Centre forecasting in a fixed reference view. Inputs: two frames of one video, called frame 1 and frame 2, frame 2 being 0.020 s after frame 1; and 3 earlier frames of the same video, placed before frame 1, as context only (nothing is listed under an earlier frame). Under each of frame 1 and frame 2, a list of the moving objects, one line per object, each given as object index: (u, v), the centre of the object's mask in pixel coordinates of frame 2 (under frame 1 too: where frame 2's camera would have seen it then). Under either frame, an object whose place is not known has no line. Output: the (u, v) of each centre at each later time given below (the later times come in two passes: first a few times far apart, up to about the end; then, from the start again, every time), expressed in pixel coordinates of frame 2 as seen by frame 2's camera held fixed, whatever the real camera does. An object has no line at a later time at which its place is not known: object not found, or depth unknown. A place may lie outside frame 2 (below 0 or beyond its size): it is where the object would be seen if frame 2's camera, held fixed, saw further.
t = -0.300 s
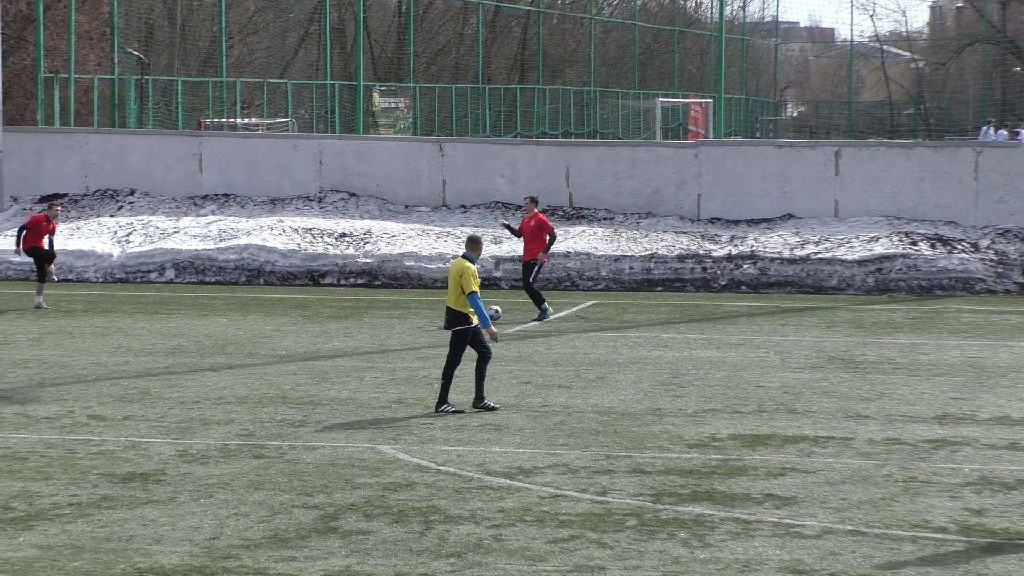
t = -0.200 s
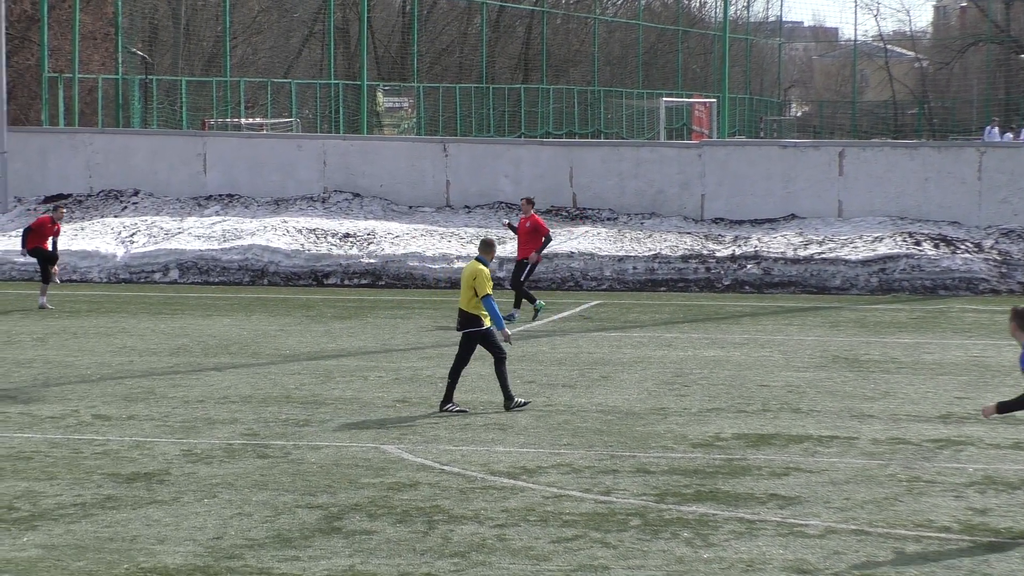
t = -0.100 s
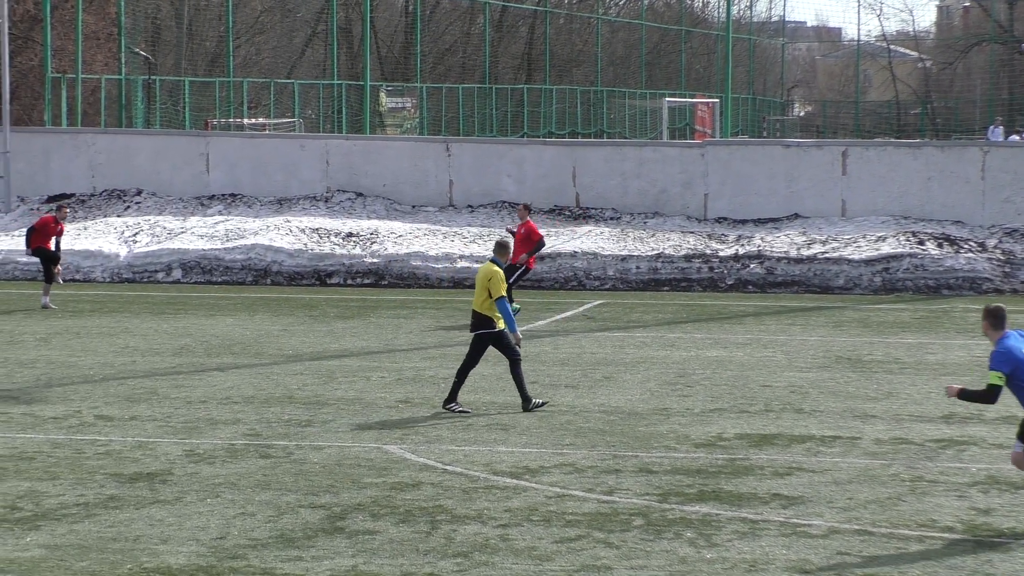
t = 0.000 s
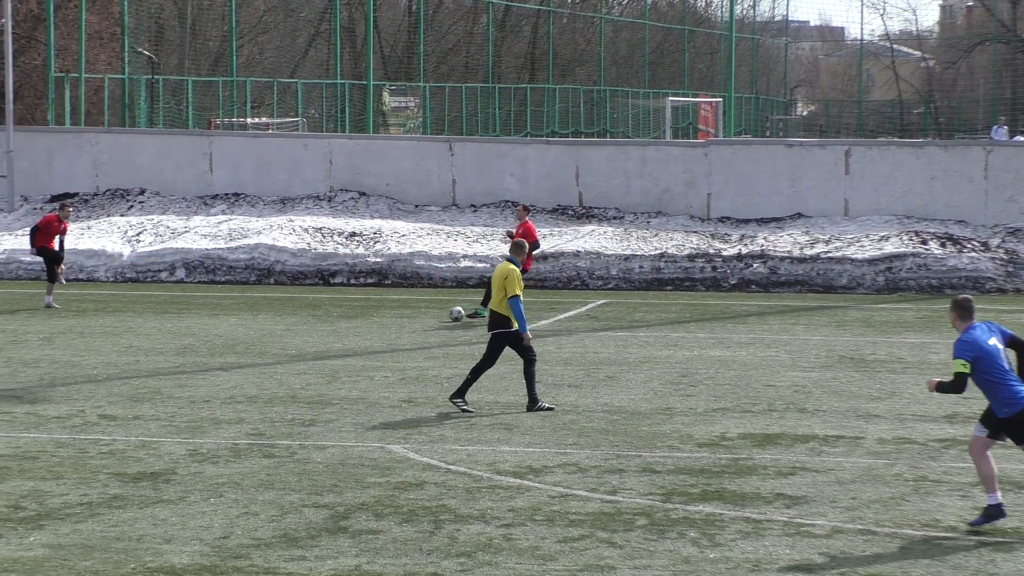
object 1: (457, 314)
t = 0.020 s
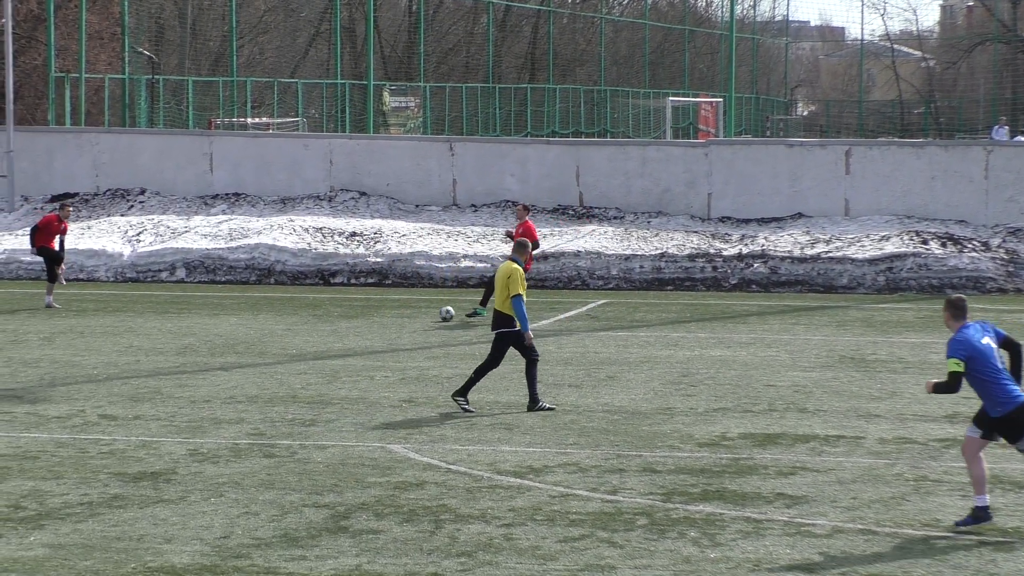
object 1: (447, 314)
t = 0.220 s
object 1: (359, 311)
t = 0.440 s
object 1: (280, 310)
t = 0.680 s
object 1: (211, 308)
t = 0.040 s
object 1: (437, 313)
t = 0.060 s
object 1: (427, 313)
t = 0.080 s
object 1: (418, 313)
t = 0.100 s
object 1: (409, 313)
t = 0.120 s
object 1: (399, 313)
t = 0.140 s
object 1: (391, 313)
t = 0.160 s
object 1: (382, 313)
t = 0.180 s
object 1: (374, 312)
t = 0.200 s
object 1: (366, 312)
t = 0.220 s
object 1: (359, 311)
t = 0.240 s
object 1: (350, 311)
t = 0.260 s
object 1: (342, 311)
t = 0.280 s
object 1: (335, 311)
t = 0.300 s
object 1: (327, 311)
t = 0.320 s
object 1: (320, 311)
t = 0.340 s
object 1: (313, 310)
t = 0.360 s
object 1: (307, 310)
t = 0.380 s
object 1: (300, 310)
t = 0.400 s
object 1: (293, 311)
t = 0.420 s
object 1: (286, 310)
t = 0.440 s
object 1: (280, 310)
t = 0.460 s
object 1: (274, 310)
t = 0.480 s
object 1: (267, 310)
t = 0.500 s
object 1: (261, 310)
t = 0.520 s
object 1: (255, 310)
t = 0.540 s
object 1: (249, 309)
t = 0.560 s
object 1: (244, 309)
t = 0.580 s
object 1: (239, 309)
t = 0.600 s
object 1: (232, 308)
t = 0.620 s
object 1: (227, 309)
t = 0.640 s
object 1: (222, 309)
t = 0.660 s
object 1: (217, 308)
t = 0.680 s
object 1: (211, 308)
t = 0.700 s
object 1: (205, 308)
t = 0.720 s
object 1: (200, 308)
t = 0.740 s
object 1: (195, 308)
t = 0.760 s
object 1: (190, 308)
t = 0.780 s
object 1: (185, 308)
